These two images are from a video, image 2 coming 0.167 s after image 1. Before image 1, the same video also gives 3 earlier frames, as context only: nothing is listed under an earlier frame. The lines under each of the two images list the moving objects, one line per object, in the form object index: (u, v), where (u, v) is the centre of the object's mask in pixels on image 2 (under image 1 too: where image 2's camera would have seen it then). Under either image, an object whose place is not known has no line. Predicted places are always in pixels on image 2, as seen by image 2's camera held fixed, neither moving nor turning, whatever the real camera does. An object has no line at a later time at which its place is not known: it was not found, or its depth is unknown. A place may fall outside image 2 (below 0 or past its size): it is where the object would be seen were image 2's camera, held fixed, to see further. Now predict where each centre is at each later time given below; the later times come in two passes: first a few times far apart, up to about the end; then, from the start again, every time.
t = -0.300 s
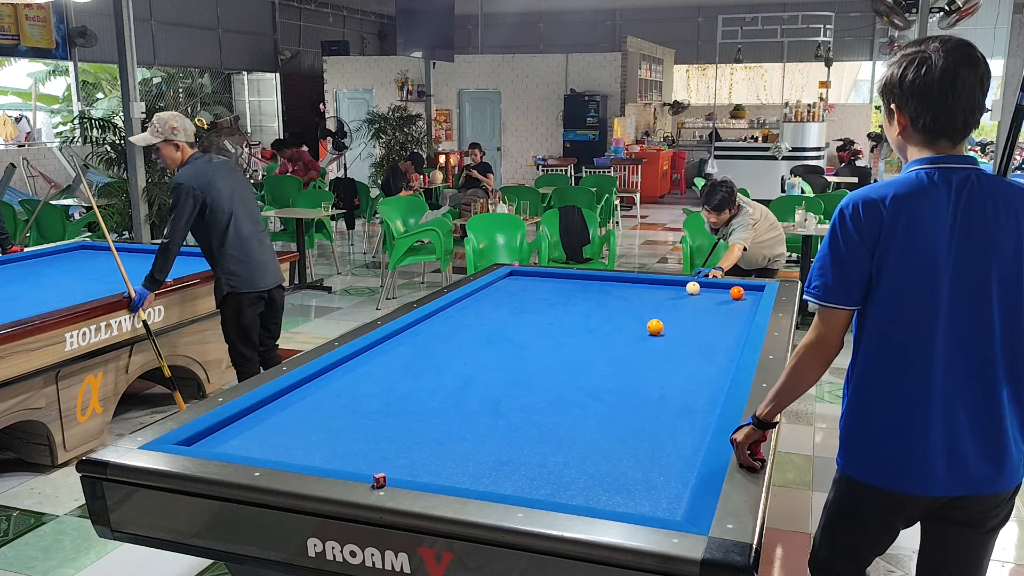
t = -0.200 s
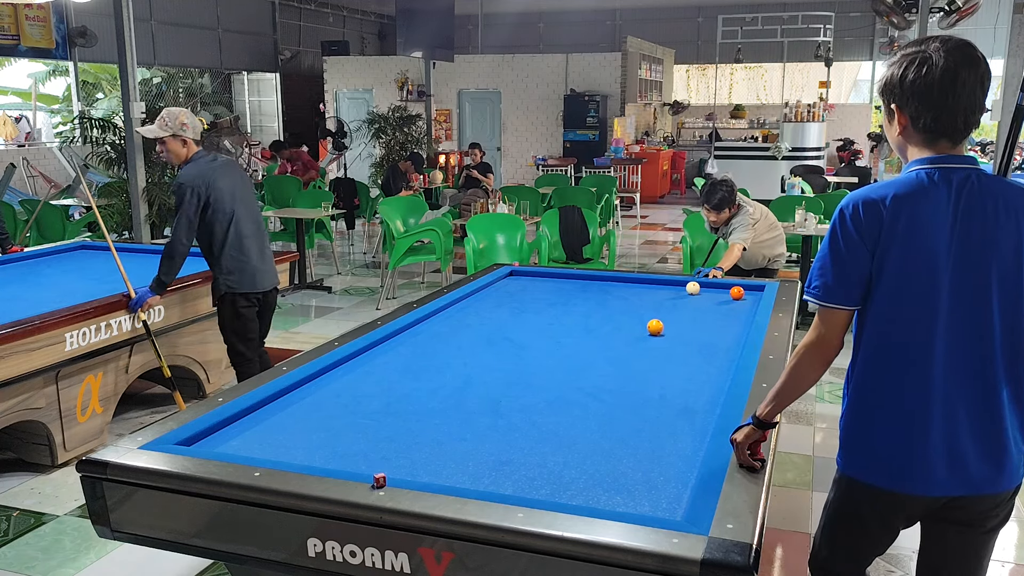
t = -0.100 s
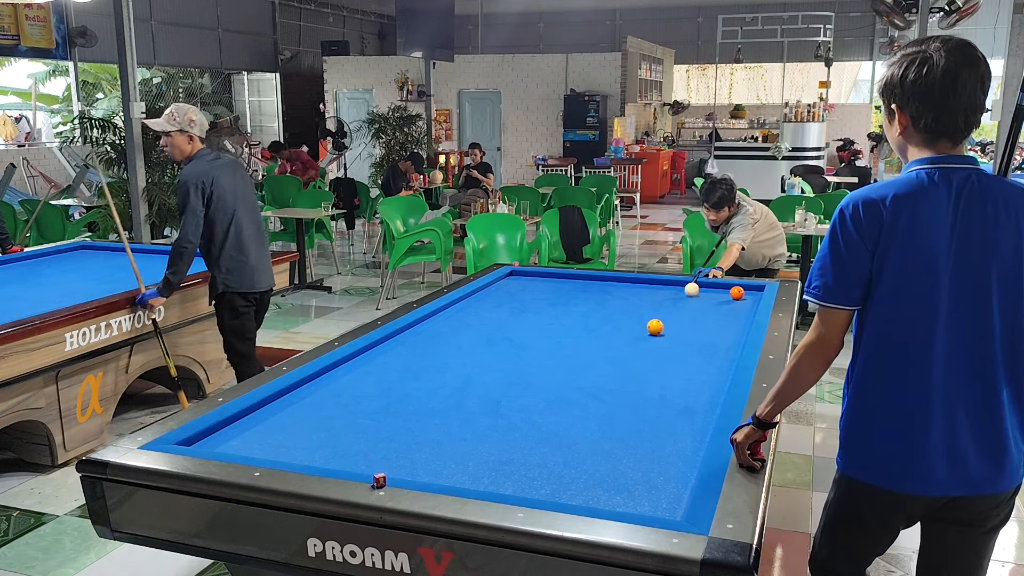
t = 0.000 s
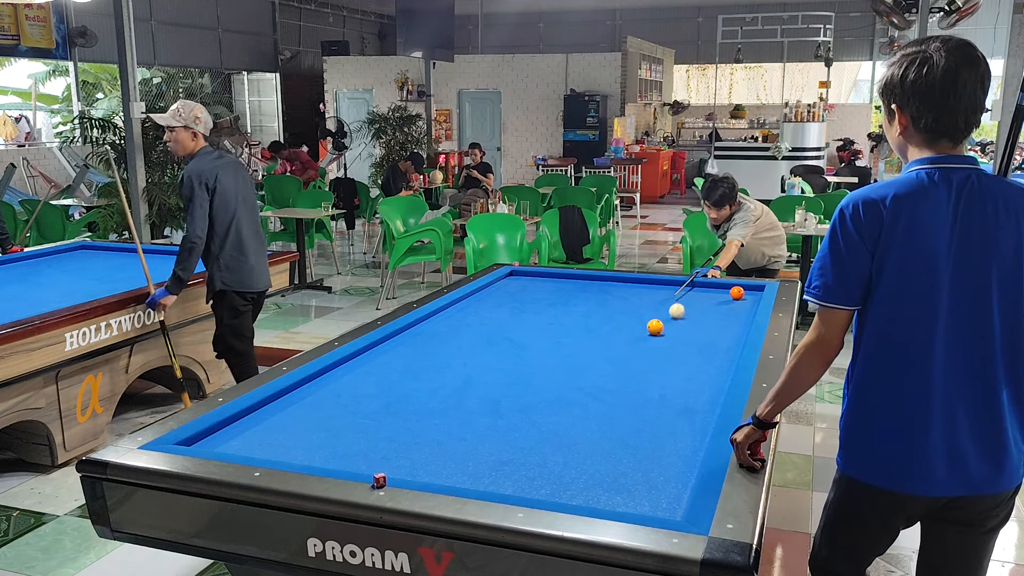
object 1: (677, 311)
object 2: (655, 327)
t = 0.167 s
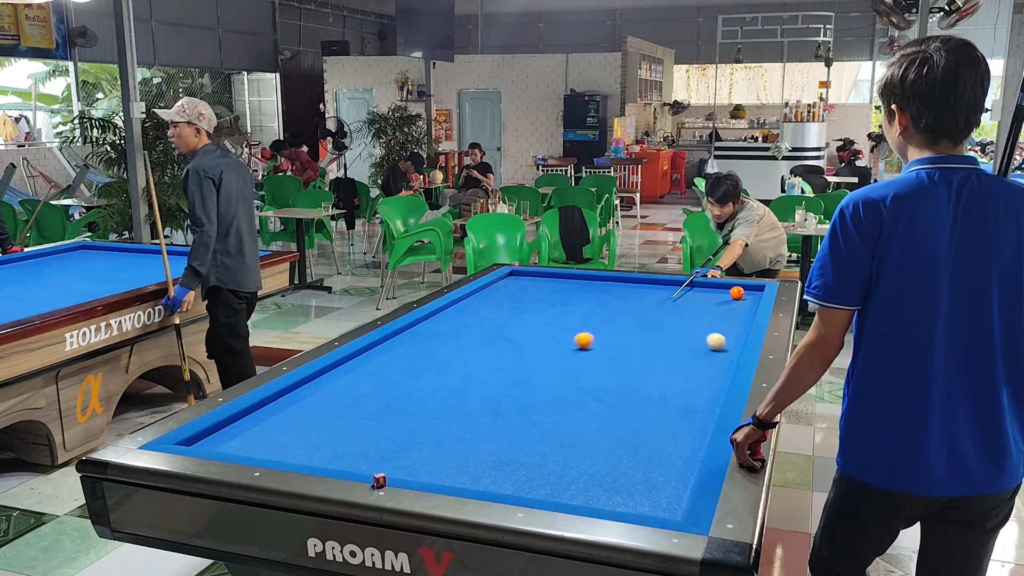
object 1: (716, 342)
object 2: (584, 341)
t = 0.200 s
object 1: (731, 347)
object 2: (562, 345)
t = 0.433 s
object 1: (647, 375)
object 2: (400, 377)
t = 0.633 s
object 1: (556, 404)
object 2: (265, 408)
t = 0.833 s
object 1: (444, 441)
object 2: (261, 450)
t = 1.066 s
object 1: (337, 445)
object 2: (365, 435)
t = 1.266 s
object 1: (305, 407)
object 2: (442, 422)
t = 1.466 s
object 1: (326, 386)
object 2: (512, 410)
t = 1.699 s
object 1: (403, 370)
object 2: (586, 398)
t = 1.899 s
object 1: (460, 357)
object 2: (645, 388)
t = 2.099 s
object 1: (511, 346)
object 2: (700, 380)
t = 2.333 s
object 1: (565, 335)
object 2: (711, 366)
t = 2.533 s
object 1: (607, 326)
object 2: (693, 354)
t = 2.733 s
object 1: (646, 318)
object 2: (676, 343)
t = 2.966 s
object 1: (687, 309)
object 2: (660, 331)
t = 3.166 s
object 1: (720, 302)
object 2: (646, 322)
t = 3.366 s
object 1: (750, 296)
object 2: (635, 313)
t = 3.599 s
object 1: (746, 288)
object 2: (622, 305)
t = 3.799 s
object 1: (739, 285)
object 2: (612, 298)
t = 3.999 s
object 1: (730, 288)
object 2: (603, 292)
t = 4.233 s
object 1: (723, 291)
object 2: (594, 285)
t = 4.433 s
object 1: (717, 291)
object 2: (586, 280)
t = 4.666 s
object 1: (709, 292)
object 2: (574, 276)
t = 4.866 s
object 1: (702, 292)
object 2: (557, 278)
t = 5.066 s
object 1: (696, 293)
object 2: (540, 279)
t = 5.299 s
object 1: (689, 293)
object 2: (521, 280)
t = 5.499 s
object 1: (684, 293)
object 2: (504, 282)
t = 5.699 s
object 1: (679, 293)
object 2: (495, 283)
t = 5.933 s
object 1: (673, 294)
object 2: (499, 287)
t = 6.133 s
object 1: (669, 294)
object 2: (503, 289)
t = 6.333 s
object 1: (665, 294)
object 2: (506, 292)
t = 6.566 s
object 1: (662, 294)
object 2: (511, 295)
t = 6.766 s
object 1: (658, 294)
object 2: (515, 297)
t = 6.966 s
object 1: (656, 295)
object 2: (518, 300)
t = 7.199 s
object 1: (653, 295)
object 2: (523, 303)
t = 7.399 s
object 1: (652, 295)
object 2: (526, 305)
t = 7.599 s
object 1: (651, 295)
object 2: (530, 308)
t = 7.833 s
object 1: (650, 295)
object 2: (534, 310)
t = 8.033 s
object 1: (650, 295)
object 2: (538, 313)
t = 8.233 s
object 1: (650, 295)
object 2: (541, 315)
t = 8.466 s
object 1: (650, 295)
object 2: (545, 317)
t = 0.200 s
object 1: (731, 347)
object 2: (562, 345)
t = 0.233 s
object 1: (730, 351)
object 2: (540, 349)
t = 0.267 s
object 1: (716, 355)
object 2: (517, 354)
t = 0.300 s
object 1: (702, 359)
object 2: (494, 358)
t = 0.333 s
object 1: (688, 363)
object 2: (471, 363)
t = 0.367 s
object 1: (674, 367)
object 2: (448, 367)
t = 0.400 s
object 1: (661, 371)
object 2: (424, 372)
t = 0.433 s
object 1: (647, 375)
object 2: (400, 377)
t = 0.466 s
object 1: (633, 380)
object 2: (375, 382)
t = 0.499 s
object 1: (619, 384)
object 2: (351, 387)
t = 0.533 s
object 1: (604, 389)
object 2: (325, 392)
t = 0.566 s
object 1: (589, 394)
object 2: (300, 397)
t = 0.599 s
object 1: (573, 399)
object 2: (274, 402)
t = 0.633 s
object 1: (556, 404)
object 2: (265, 408)
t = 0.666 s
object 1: (539, 410)
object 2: (266, 415)
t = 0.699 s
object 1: (522, 416)
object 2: (266, 422)
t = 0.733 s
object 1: (503, 422)
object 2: (266, 430)
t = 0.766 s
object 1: (484, 428)
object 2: (265, 437)
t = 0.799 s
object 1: (465, 435)
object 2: (263, 444)
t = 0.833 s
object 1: (444, 441)
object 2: (261, 450)
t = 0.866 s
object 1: (423, 448)
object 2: (270, 451)
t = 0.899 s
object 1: (400, 456)
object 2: (288, 449)
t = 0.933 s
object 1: (377, 461)
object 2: (305, 446)
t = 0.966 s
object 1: (355, 465)
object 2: (321, 443)
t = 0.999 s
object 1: (347, 459)
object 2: (337, 439)
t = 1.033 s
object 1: (342, 452)
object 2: (353, 435)
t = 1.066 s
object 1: (337, 445)
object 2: (365, 435)
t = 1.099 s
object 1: (332, 437)
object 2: (379, 432)
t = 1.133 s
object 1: (327, 430)
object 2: (392, 430)
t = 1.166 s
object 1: (322, 424)
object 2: (405, 428)
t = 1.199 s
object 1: (316, 418)
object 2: (417, 426)
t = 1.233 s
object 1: (311, 412)
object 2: (430, 424)
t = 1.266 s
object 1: (305, 407)
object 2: (442, 422)
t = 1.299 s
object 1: (299, 402)
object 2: (454, 419)
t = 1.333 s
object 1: (294, 398)
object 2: (466, 418)
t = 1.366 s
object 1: (288, 393)
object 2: (478, 416)
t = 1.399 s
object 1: (298, 390)
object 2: (489, 414)
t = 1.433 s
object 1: (312, 388)
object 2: (501, 412)
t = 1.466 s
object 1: (326, 386)
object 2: (512, 410)
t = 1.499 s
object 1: (339, 383)
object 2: (523, 408)
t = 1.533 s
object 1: (350, 381)
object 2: (534, 406)
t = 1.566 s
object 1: (361, 379)
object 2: (545, 404)
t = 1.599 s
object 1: (372, 376)
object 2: (555, 403)
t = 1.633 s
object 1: (383, 374)
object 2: (566, 401)
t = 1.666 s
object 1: (393, 372)
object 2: (576, 399)
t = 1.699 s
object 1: (403, 370)
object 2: (586, 398)
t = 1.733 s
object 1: (413, 368)
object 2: (596, 396)
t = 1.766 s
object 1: (423, 365)
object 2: (607, 395)
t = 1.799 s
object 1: (432, 363)
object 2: (616, 393)
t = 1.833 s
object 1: (442, 361)
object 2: (626, 392)
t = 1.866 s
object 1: (451, 359)
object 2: (636, 390)
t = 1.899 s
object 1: (460, 357)
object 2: (645, 388)
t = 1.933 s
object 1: (469, 355)
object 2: (654, 387)
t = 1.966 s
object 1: (478, 353)
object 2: (664, 386)
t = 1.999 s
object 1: (486, 352)
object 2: (673, 384)
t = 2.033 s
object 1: (495, 350)
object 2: (682, 383)
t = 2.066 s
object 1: (503, 348)
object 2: (691, 382)
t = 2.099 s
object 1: (511, 346)
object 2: (700, 380)
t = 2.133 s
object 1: (519, 345)
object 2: (708, 379)
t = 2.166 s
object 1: (527, 343)
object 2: (717, 377)
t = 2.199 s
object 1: (535, 341)
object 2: (725, 376)
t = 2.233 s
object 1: (543, 340)
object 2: (723, 373)
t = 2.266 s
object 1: (550, 338)
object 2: (718, 371)
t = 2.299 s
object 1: (558, 336)
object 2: (714, 369)
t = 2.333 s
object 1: (565, 335)
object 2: (711, 366)
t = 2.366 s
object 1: (573, 333)
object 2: (707, 364)
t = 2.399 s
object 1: (580, 332)
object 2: (704, 362)
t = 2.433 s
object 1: (587, 330)
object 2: (701, 360)
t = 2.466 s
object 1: (594, 329)
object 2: (698, 358)
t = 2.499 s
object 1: (600, 327)
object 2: (696, 356)
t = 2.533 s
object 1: (607, 326)
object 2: (693, 354)
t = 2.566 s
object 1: (614, 324)
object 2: (690, 352)
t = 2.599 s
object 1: (620, 323)
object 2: (687, 350)
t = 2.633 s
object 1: (627, 322)
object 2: (684, 348)
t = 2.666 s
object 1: (633, 320)
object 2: (682, 346)
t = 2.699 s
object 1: (640, 319)
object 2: (679, 345)
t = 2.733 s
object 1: (646, 318)
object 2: (676, 343)
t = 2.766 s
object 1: (652, 316)
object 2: (674, 341)
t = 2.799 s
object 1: (658, 315)
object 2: (671, 339)
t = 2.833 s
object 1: (664, 314)
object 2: (669, 337)
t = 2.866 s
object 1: (670, 313)
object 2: (666, 336)
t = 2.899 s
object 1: (676, 311)
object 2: (664, 334)
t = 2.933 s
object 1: (681, 310)
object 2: (662, 332)
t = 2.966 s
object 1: (687, 309)
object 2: (660, 331)
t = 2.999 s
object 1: (693, 308)
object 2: (657, 329)
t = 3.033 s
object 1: (698, 307)
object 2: (655, 328)
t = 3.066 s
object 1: (704, 306)
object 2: (653, 326)
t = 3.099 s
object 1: (709, 305)
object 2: (651, 325)
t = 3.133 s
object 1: (714, 303)
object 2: (648, 323)
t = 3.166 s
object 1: (720, 302)
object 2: (646, 322)
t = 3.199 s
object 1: (725, 301)
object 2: (644, 320)
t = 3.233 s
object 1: (730, 300)
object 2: (642, 319)
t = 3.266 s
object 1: (735, 299)
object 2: (640, 317)
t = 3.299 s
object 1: (740, 298)
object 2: (638, 316)
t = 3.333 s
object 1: (745, 297)
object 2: (636, 315)
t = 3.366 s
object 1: (750, 296)
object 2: (635, 313)
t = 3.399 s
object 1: (755, 294)
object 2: (633, 312)
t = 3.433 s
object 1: (755, 294)
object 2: (631, 311)
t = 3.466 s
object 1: (753, 292)
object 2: (629, 310)
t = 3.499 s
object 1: (750, 291)
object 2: (627, 308)
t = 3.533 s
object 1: (749, 290)
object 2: (625, 307)
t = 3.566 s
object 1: (748, 289)
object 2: (624, 306)
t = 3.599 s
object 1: (746, 288)
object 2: (622, 305)
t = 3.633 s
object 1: (745, 287)
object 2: (620, 304)
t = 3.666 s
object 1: (743, 285)
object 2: (619, 302)
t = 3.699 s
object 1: (742, 285)
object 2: (617, 301)
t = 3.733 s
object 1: (741, 285)
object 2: (615, 300)
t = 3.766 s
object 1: (740, 285)
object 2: (614, 299)
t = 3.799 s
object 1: (739, 285)
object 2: (612, 298)
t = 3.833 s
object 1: (737, 285)
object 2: (611, 297)
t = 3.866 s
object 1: (736, 285)
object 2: (609, 296)
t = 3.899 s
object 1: (734, 286)
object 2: (607, 295)
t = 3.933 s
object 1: (733, 286)
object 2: (606, 294)
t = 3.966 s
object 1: (732, 287)
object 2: (605, 293)
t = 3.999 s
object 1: (730, 288)
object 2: (603, 292)
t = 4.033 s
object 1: (729, 289)
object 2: (602, 291)
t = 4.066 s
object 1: (728, 289)
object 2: (600, 290)
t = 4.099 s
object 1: (727, 290)
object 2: (599, 289)
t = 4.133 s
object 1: (726, 290)
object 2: (597, 288)
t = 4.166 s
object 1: (725, 290)
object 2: (596, 287)
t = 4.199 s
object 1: (724, 290)
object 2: (595, 286)
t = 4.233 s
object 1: (723, 291)
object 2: (594, 285)
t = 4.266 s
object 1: (722, 291)
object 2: (592, 284)
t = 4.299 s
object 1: (721, 291)
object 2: (591, 283)
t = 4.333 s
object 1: (720, 291)
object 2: (589, 283)
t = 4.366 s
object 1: (719, 291)
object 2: (588, 282)
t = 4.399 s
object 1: (718, 291)
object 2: (587, 281)
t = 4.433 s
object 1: (717, 291)
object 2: (586, 280)
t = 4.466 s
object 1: (715, 291)
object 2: (584, 279)
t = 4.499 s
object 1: (714, 291)
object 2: (583, 278)
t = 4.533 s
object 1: (713, 292)
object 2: (582, 278)
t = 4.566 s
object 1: (712, 292)
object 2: (581, 277)
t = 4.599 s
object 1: (711, 292)
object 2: (580, 276)
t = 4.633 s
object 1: (710, 292)
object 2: (577, 276)
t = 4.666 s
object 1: (709, 292)
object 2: (574, 276)
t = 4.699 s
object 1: (708, 292)
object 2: (571, 277)
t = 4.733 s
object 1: (707, 292)
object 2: (568, 277)
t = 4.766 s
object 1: (705, 292)
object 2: (565, 277)
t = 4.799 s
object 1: (704, 292)
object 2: (563, 277)
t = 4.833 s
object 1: (703, 292)
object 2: (560, 277)
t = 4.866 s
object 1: (702, 292)
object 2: (557, 278)
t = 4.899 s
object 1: (701, 292)
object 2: (554, 278)
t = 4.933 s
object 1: (700, 293)
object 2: (551, 278)
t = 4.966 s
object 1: (699, 292)
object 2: (549, 278)
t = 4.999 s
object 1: (698, 292)
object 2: (546, 279)
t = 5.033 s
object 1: (697, 293)
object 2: (543, 279)
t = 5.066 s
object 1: (696, 293)
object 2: (540, 279)
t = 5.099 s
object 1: (695, 293)
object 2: (537, 279)
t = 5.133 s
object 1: (694, 293)
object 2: (535, 279)
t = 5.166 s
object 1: (693, 293)
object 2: (532, 279)
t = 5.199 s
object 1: (692, 293)
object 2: (529, 280)
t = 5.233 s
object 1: (691, 293)
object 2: (527, 280)
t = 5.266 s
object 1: (690, 293)
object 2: (524, 280)
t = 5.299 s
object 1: (689, 293)
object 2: (521, 280)
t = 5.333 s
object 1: (688, 293)
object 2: (518, 281)
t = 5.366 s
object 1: (688, 293)
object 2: (515, 281)
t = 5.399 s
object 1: (687, 293)
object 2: (513, 281)
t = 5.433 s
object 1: (686, 293)
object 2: (510, 281)
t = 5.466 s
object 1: (685, 293)
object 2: (507, 281)
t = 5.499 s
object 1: (684, 293)
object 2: (504, 282)
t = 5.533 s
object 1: (683, 293)
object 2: (502, 282)
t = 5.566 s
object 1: (682, 294)
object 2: (499, 282)
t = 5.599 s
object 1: (681, 293)
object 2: (496, 283)
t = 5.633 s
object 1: (680, 293)
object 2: (494, 283)
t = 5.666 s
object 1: (680, 293)
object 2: (495, 283)
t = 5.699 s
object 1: (679, 293)
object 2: (495, 283)
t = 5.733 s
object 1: (678, 294)
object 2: (496, 284)
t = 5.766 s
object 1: (677, 294)
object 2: (496, 284)
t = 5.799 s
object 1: (677, 294)
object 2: (497, 285)
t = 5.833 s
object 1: (676, 294)
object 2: (498, 285)
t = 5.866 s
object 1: (675, 294)
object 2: (498, 286)
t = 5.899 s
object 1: (674, 294)
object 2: (499, 286)
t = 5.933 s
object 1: (673, 294)
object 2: (499, 287)
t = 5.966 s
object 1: (673, 294)
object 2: (500, 287)
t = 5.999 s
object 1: (672, 294)
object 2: (501, 288)
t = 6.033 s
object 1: (671, 294)
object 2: (501, 288)
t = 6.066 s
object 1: (670, 294)
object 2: (502, 288)
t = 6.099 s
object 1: (670, 294)
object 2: (502, 289)
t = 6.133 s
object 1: (669, 294)
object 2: (503, 289)
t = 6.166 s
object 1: (668, 294)
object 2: (503, 290)
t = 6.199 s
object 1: (668, 294)
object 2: (504, 290)
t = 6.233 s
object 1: (667, 294)
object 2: (505, 291)
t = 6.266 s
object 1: (666, 294)
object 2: (505, 291)
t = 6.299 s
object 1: (666, 294)
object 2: (506, 291)
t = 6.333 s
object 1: (665, 294)
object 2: (506, 292)
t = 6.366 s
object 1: (665, 294)
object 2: (507, 292)
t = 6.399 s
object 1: (664, 294)
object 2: (508, 293)
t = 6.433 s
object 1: (664, 294)
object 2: (508, 293)
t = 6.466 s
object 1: (663, 294)
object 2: (509, 293)
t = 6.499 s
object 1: (663, 294)
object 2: (510, 294)
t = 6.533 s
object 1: (662, 294)
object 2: (510, 294)
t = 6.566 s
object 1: (662, 294)
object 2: (511, 295)
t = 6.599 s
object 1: (661, 294)
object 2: (512, 295)
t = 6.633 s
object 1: (660, 294)
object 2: (512, 295)
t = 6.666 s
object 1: (660, 294)
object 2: (513, 296)
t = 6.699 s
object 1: (659, 294)
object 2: (513, 296)
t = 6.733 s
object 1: (659, 294)
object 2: (514, 297)
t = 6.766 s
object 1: (658, 294)
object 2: (515, 297)
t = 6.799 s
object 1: (658, 295)
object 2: (515, 298)
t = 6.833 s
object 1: (657, 295)
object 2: (516, 298)
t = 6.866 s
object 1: (657, 295)
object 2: (516, 299)
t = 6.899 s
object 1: (657, 295)
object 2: (517, 299)
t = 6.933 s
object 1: (656, 295)
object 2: (518, 299)
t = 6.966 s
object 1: (656, 295)
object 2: (518, 300)
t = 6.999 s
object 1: (655, 295)
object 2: (519, 300)
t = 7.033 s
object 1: (655, 295)
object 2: (520, 301)
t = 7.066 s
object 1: (655, 295)
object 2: (520, 301)
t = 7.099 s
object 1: (654, 295)
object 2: (521, 301)
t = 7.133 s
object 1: (654, 295)
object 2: (521, 302)
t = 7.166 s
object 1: (654, 295)
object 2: (522, 302)
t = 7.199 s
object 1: (653, 295)
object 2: (523, 303)
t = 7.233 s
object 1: (653, 295)
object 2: (523, 303)
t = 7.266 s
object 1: (653, 295)
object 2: (524, 303)
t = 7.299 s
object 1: (653, 295)
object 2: (525, 304)
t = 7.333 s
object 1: (652, 295)
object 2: (525, 304)
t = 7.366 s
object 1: (652, 295)
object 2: (526, 305)
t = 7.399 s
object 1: (652, 295)
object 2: (526, 305)
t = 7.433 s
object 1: (652, 295)
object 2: (527, 305)
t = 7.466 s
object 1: (651, 295)
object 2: (528, 306)
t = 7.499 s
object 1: (651, 295)
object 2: (528, 306)
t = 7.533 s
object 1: (651, 295)
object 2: (529, 307)
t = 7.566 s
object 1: (651, 295)
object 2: (529, 307)
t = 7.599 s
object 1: (651, 295)
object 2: (530, 308)
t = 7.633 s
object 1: (651, 295)
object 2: (531, 308)
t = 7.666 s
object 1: (651, 295)
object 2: (531, 308)
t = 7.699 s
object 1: (651, 295)
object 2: (532, 309)
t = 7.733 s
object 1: (650, 295)
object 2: (532, 309)
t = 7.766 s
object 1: (650, 295)
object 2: (533, 309)
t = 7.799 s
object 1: (650, 295)
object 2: (534, 310)
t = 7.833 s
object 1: (650, 295)
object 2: (534, 310)
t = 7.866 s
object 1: (650, 295)
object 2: (535, 311)
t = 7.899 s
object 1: (650, 295)
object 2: (535, 311)
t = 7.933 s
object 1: (650, 295)
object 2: (536, 311)
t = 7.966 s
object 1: (650, 295)
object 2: (536, 312)
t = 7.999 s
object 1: (650, 295)
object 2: (537, 312)
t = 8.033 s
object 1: (650, 295)
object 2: (538, 313)
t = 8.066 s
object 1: (650, 295)
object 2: (538, 313)
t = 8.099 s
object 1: (650, 295)
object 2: (539, 313)
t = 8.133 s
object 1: (650, 295)
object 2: (539, 314)
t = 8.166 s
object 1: (650, 295)
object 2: (540, 314)
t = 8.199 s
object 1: (650, 295)
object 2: (540, 315)
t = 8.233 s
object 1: (650, 295)
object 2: (541, 315)
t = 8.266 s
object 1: (650, 295)
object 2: (542, 315)
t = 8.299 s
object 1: (650, 295)
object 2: (542, 315)
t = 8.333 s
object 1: (650, 295)
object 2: (543, 316)
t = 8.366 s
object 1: (650, 295)
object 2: (543, 316)
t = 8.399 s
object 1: (650, 295)
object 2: (544, 317)
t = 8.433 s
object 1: (650, 295)
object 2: (545, 317)
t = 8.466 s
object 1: (650, 295)
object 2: (545, 317)
